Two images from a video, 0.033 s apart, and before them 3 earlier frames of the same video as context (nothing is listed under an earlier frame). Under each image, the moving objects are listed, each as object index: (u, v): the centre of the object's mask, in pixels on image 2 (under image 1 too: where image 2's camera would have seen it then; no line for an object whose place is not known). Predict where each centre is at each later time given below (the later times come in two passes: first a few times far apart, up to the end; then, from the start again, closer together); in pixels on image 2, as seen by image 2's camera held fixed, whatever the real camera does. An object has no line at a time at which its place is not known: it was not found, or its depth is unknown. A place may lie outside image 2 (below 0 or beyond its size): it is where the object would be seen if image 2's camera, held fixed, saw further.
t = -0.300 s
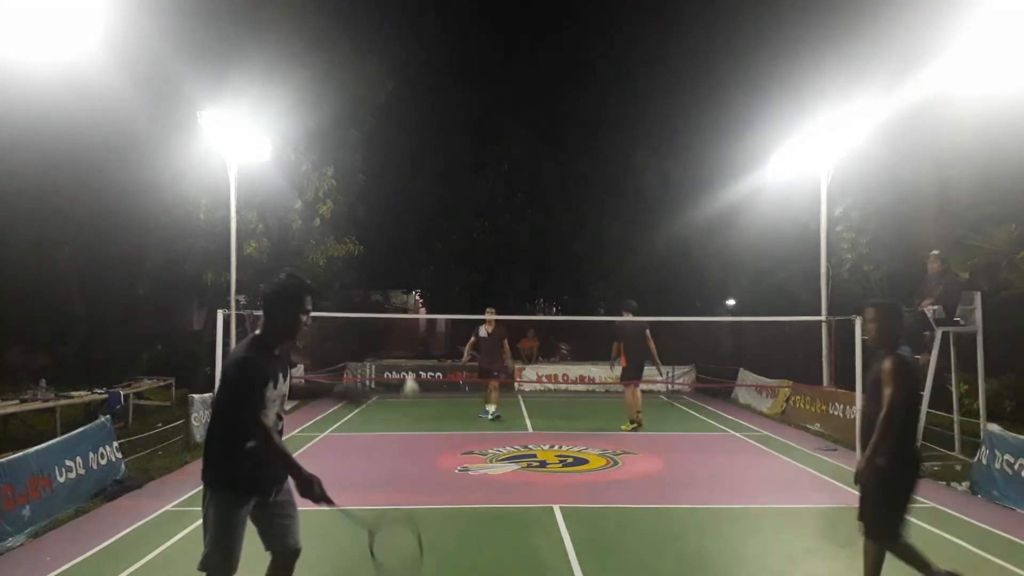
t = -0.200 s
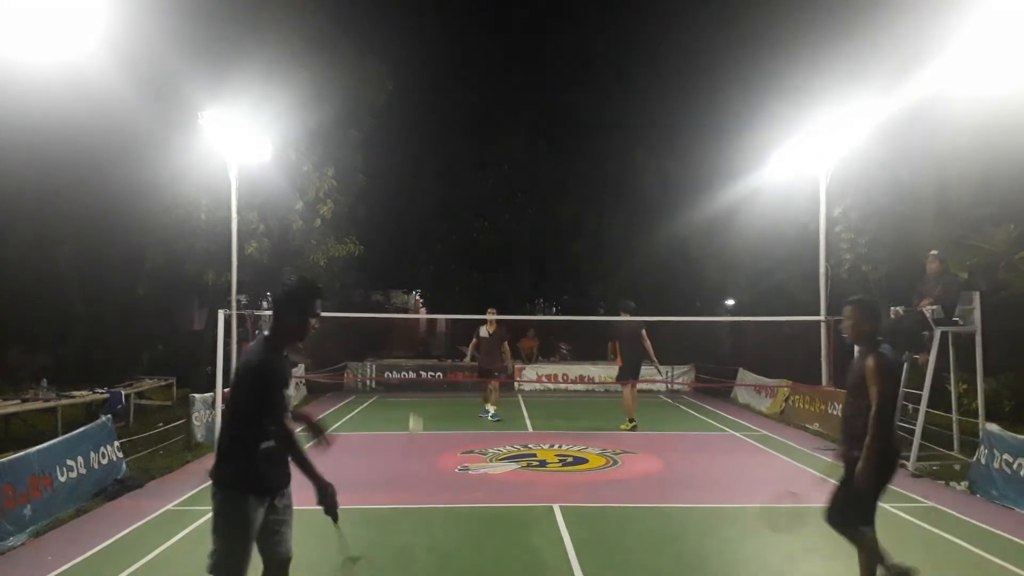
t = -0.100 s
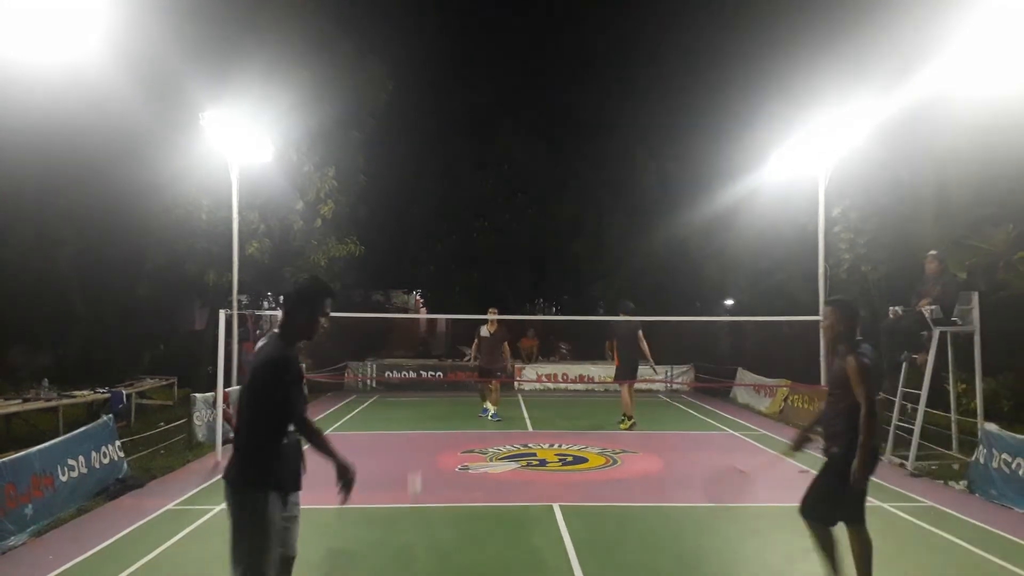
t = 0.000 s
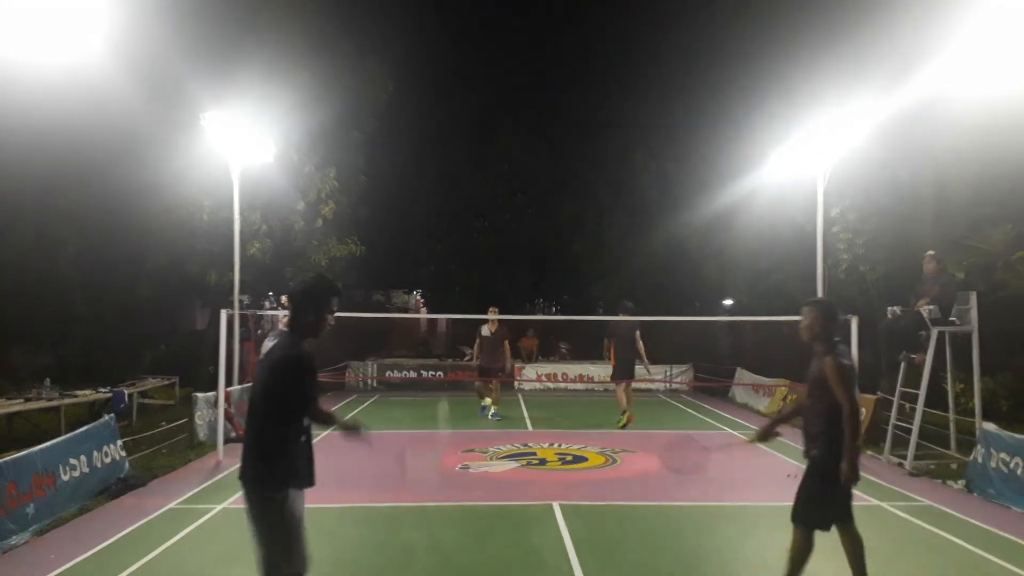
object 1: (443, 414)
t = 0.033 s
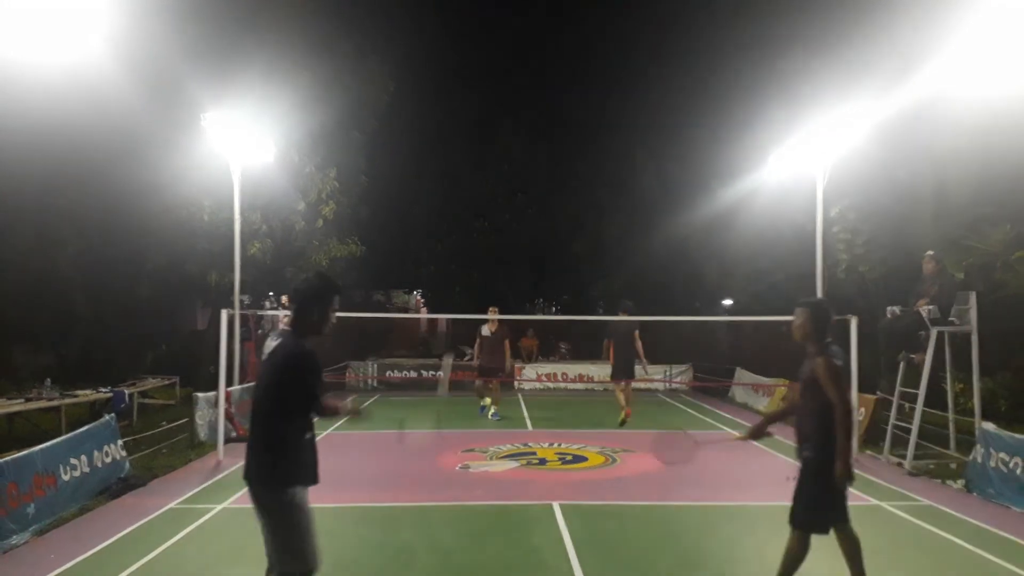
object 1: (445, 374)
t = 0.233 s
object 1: (476, 247)
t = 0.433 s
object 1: (490, 226)
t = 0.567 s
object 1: (497, 235)
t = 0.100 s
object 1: (464, 308)
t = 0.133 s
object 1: (467, 288)
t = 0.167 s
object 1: (470, 271)
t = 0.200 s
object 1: (473, 258)
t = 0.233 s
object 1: (476, 247)
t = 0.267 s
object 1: (479, 239)
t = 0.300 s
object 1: (482, 233)
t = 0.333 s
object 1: (484, 230)
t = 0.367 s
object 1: (488, 227)
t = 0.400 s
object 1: (489, 226)
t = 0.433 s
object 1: (490, 226)
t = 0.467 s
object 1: (492, 227)
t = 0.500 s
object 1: (494, 229)
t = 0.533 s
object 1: (495, 231)
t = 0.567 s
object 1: (497, 235)
